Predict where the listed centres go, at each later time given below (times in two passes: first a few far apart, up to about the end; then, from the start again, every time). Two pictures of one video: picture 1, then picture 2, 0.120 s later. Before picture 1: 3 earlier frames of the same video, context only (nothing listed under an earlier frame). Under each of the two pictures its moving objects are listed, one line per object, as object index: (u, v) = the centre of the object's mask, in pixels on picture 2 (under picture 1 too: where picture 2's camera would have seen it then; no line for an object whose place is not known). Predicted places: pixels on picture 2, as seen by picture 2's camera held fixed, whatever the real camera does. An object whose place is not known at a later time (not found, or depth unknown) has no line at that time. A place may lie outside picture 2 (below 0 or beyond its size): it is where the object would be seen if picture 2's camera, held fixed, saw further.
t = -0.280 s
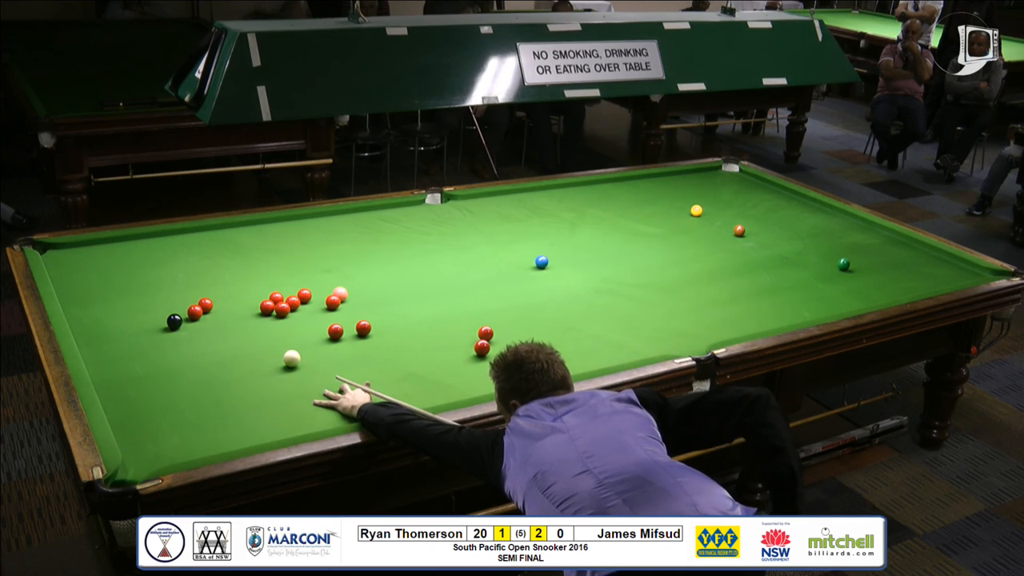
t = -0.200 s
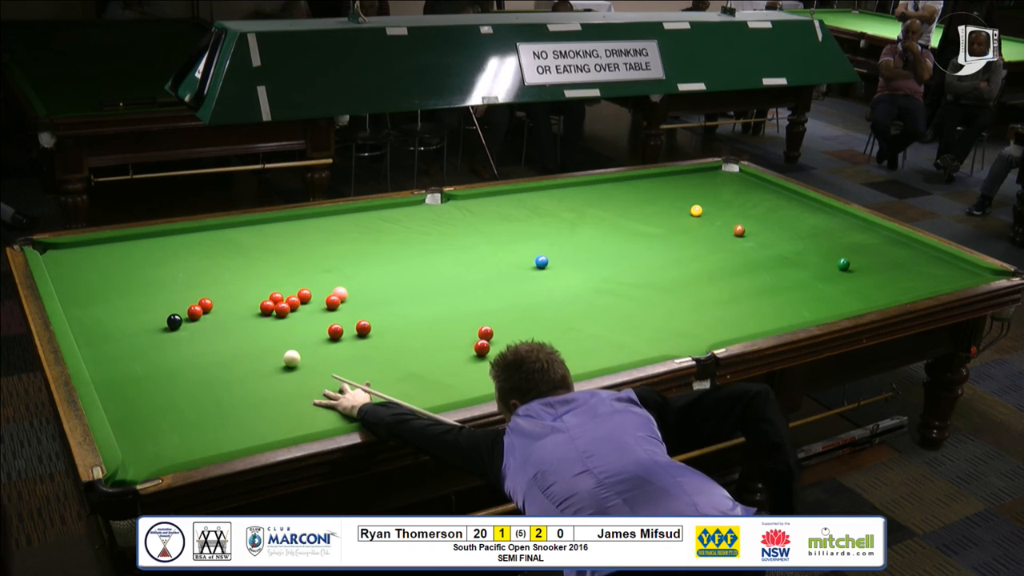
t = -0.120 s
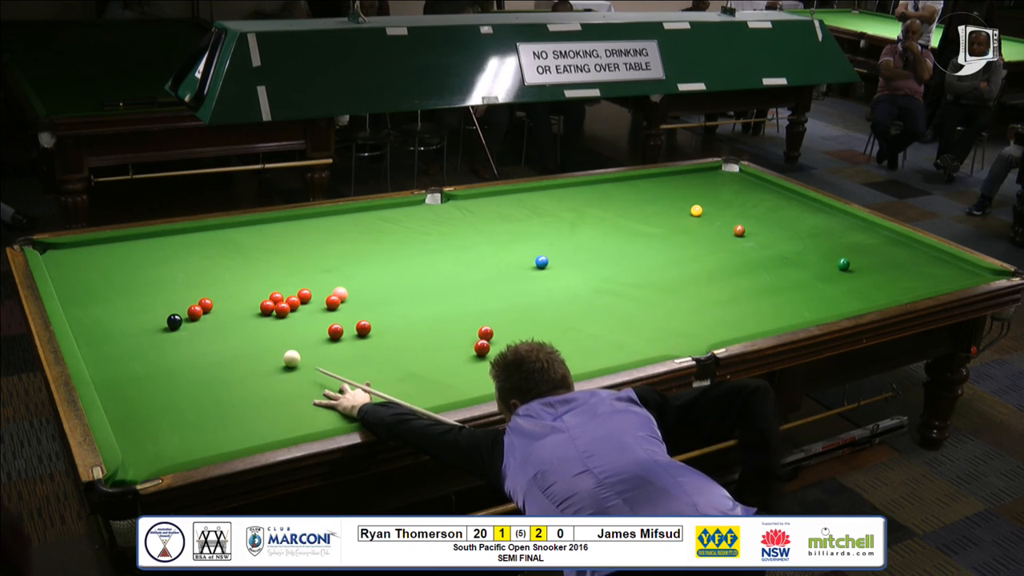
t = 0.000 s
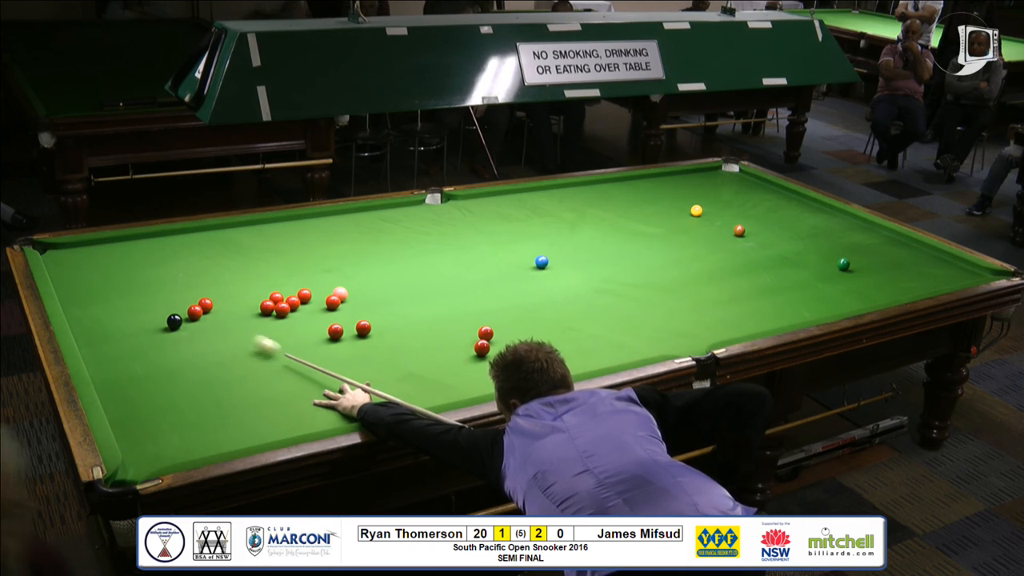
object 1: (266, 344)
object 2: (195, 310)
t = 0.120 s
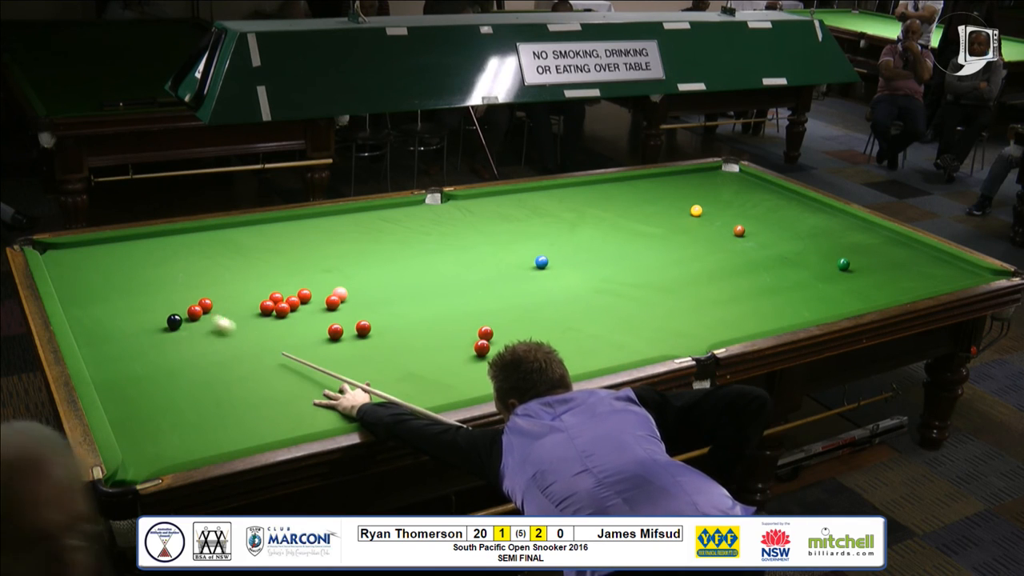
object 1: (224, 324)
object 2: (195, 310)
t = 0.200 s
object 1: (205, 316)
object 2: (188, 308)
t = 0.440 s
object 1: (195, 310)
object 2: (132, 285)
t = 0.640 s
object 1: (182, 307)
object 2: (96, 270)
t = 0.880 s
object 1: (167, 305)
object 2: (58, 253)
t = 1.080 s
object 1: (156, 303)
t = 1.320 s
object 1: (145, 301)
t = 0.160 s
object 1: (211, 318)
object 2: (195, 310)
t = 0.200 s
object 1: (205, 316)
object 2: (188, 308)
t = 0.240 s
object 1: (205, 315)
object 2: (176, 303)
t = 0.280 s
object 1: (205, 314)
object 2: (166, 299)
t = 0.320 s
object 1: (203, 312)
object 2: (156, 295)
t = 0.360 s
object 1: (200, 311)
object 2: (147, 291)
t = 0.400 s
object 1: (197, 310)
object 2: (139, 288)
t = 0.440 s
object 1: (195, 310)
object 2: (132, 285)
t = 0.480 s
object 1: (192, 309)
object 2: (124, 281)
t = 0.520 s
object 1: (189, 309)
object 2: (117, 278)
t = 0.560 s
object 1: (187, 308)
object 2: (110, 276)
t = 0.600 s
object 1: (184, 308)
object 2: (103, 273)
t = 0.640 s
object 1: (182, 307)
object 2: (96, 270)
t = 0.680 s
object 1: (179, 307)
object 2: (90, 267)
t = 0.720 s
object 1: (177, 306)
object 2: (83, 264)
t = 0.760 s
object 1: (175, 306)
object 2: (76, 262)
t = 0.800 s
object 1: (172, 305)
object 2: (70, 259)
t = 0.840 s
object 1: (170, 305)
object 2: (64, 256)
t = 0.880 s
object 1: (167, 305)
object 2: (58, 253)
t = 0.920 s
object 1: (165, 304)
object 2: (52, 250)
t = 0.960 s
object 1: (163, 304)
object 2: (45, 248)
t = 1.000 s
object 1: (161, 303)
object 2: (40, 246)
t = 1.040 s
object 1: (159, 303)
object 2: (35, 247)
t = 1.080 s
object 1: (156, 303)
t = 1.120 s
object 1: (154, 302)
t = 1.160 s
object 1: (152, 302)
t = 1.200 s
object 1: (150, 302)
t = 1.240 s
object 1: (148, 301)
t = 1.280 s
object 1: (146, 301)
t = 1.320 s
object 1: (145, 301)
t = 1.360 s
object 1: (143, 300)
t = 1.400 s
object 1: (141, 300)
